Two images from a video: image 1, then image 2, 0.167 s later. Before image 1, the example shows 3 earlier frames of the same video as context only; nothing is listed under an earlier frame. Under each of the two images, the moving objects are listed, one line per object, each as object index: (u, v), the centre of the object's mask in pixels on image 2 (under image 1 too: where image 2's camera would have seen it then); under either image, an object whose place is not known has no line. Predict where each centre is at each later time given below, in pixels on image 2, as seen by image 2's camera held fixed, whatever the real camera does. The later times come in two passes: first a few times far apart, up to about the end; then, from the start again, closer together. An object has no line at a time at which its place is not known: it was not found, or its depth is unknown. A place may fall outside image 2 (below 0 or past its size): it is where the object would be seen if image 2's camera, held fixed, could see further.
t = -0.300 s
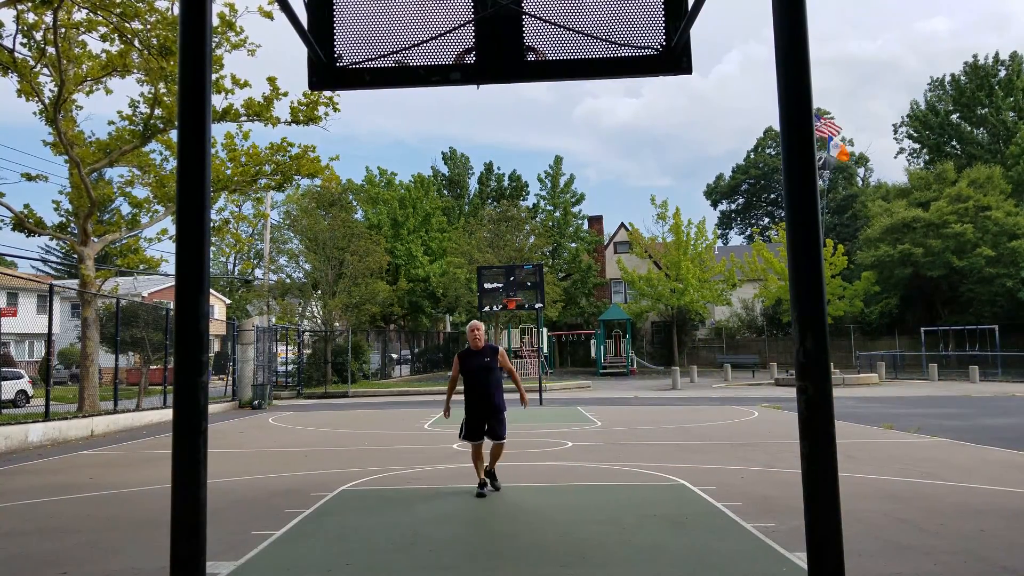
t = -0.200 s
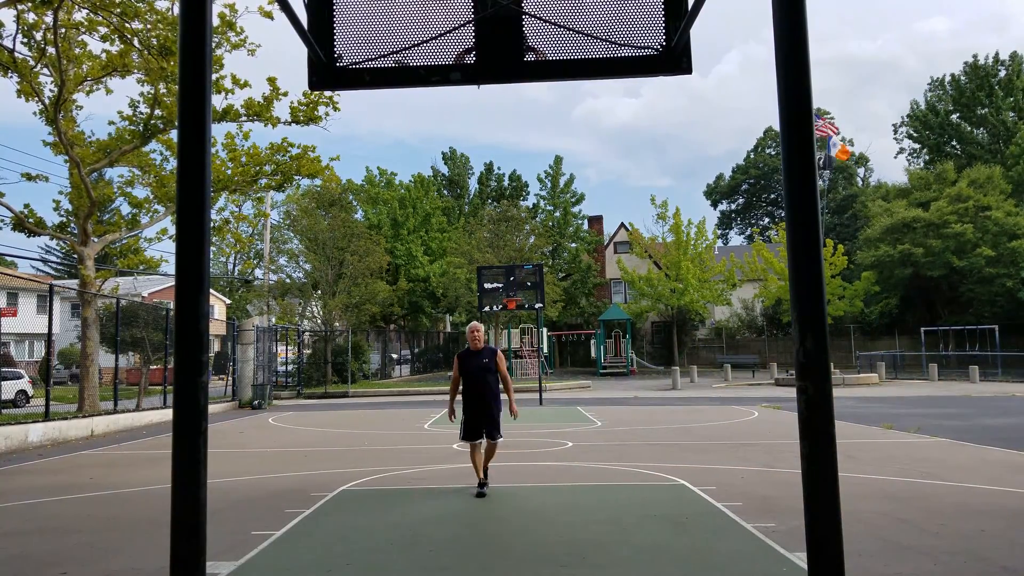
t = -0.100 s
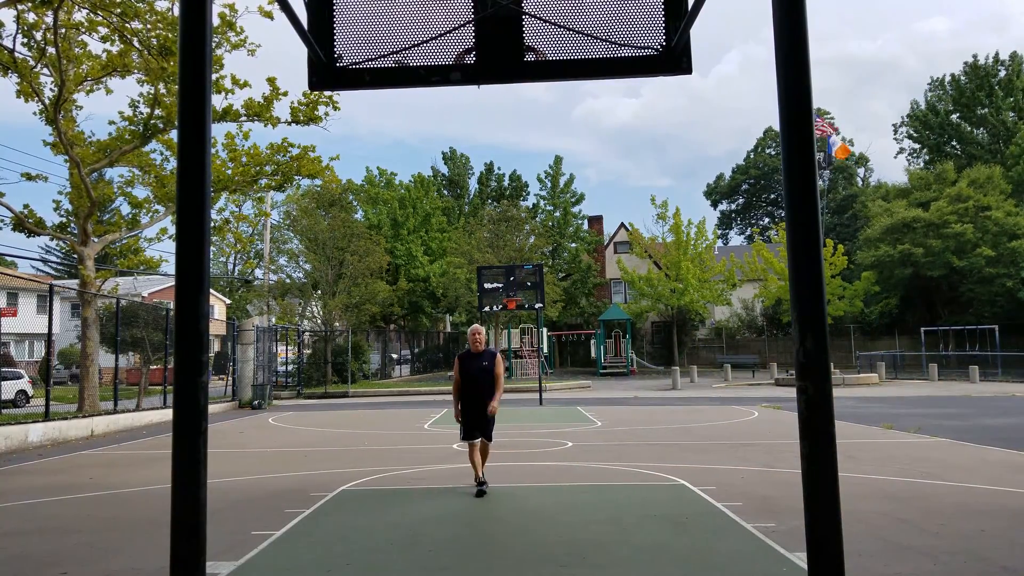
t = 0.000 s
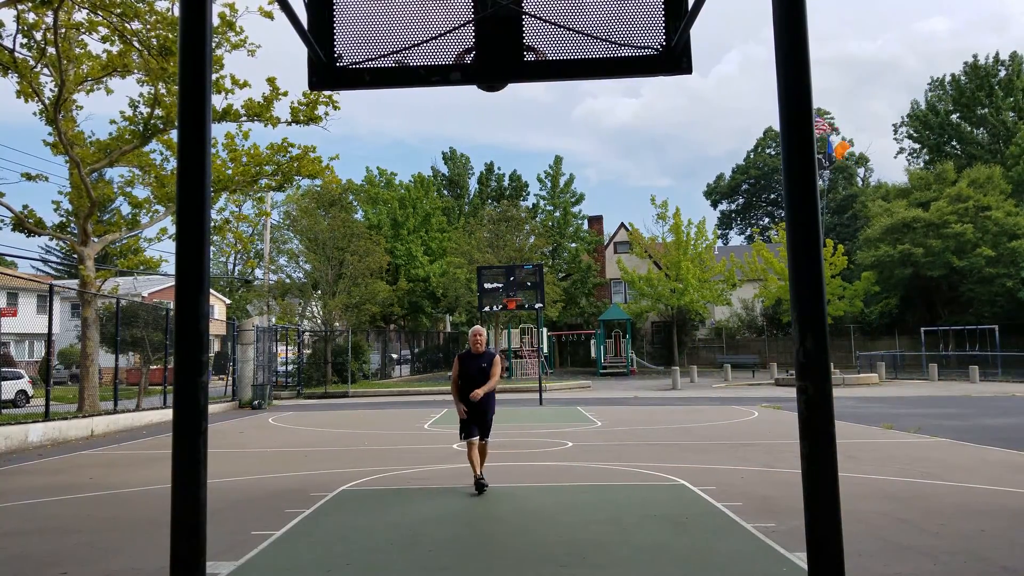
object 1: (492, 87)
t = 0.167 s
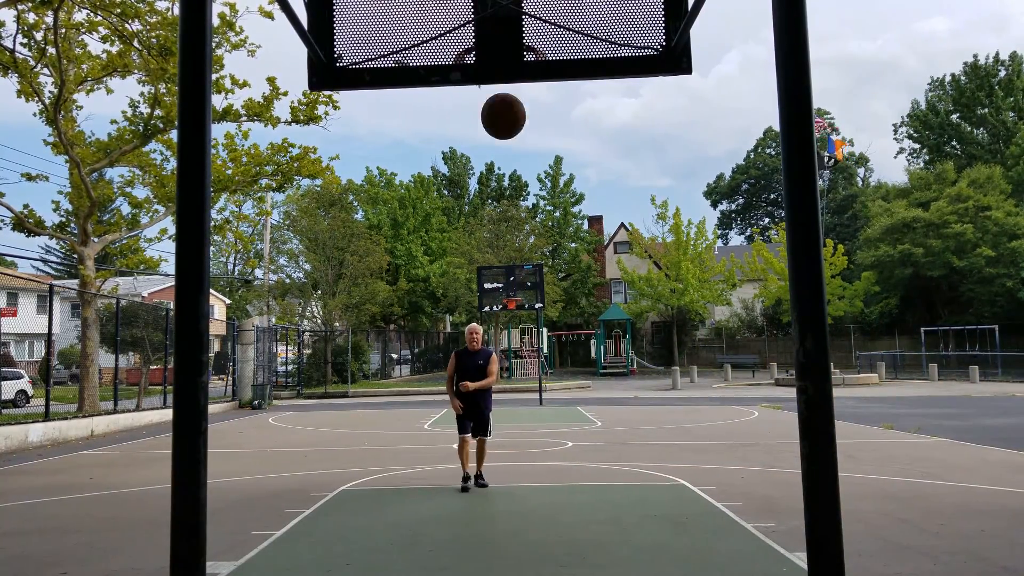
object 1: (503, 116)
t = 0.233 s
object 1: (512, 148)
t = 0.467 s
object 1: (543, 338)
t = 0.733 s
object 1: (583, 536)
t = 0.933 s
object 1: (606, 373)
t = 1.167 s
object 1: (639, 278)
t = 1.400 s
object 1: (680, 287)
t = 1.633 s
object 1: (732, 432)
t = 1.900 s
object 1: (786, 562)
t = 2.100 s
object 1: (846, 442)
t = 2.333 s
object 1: (873, 402)
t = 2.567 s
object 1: (935, 511)
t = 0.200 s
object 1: (507, 131)
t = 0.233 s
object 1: (512, 148)
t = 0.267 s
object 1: (516, 167)
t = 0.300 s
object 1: (520, 189)
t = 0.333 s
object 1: (525, 214)
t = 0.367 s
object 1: (529, 241)
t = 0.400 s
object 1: (533, 270)
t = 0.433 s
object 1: (539, 302)
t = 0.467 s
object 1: (543, 338)
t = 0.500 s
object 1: (548, 377)
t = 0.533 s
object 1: (553, 419)
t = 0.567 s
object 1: (559, 465)
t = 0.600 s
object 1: (564, 515)
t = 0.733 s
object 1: (583, 536)
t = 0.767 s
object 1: (587, 503)
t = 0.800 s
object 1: (590, 473)
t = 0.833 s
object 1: (594, 445)
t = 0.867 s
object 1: (598, 418)
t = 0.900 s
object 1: (602, 395)
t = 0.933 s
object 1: (606, 373)
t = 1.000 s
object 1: (616, 335)
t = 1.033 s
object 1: (620, 319)
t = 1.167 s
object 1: (639, 278)
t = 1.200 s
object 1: (644, 272)
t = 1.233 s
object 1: (649, 268)
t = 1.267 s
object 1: (655, 268)
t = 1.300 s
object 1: (661, 268)
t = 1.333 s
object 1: (667, 272)
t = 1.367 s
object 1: (673, 279)
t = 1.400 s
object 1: (680, 287)
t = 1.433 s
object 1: (686, 299)
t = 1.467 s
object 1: (693, 313)
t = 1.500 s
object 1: (701, 330)
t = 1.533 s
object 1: (708, 351)
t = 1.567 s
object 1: (716, 374)
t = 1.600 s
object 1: (724, 401)
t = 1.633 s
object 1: (732, 432)
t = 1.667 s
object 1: (741, 465)
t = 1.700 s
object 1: (749, 503)
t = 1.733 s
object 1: (759, 544)
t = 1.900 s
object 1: (786, 562)
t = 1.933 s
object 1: (788, 546)
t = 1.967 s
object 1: (790, 520)
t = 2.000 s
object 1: (792, 496)
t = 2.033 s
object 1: (793, 475)
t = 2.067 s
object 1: (844, 458)
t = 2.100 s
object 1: (846, 442)
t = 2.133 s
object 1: (848, 428)
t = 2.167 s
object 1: (851, 417)
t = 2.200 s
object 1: (854, 408)
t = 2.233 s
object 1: (857, 403)
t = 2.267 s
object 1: (861, 400)
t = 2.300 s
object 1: (866, 399)
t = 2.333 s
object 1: (873, 402)
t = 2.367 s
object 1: (881, 408)
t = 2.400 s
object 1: (889, 417)
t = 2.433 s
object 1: (898, 429)
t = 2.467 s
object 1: (907, 444)
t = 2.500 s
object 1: (916, 463)
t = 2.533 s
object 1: (925, 485)
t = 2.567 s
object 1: (935, 511)
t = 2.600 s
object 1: (945, 540)
